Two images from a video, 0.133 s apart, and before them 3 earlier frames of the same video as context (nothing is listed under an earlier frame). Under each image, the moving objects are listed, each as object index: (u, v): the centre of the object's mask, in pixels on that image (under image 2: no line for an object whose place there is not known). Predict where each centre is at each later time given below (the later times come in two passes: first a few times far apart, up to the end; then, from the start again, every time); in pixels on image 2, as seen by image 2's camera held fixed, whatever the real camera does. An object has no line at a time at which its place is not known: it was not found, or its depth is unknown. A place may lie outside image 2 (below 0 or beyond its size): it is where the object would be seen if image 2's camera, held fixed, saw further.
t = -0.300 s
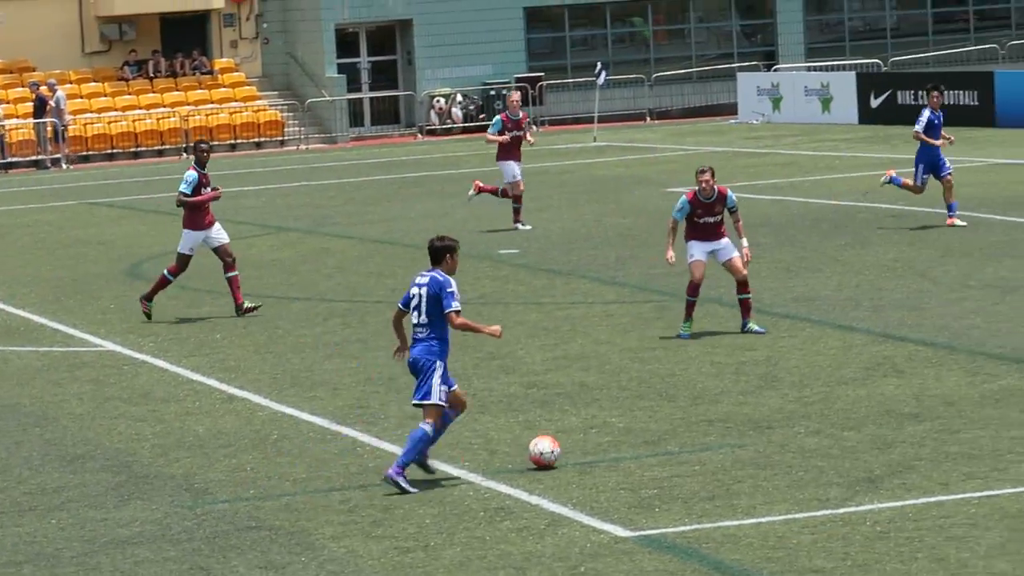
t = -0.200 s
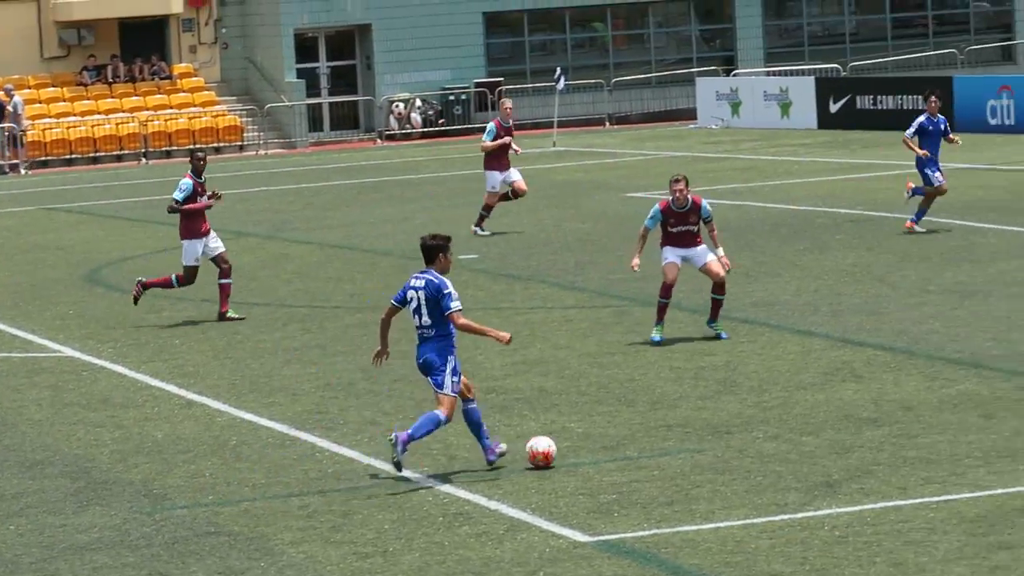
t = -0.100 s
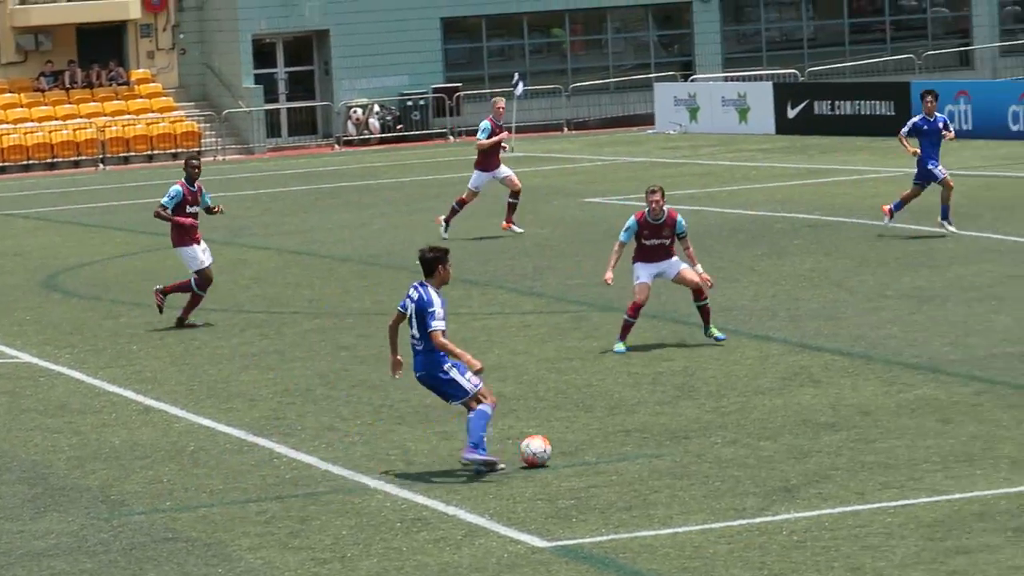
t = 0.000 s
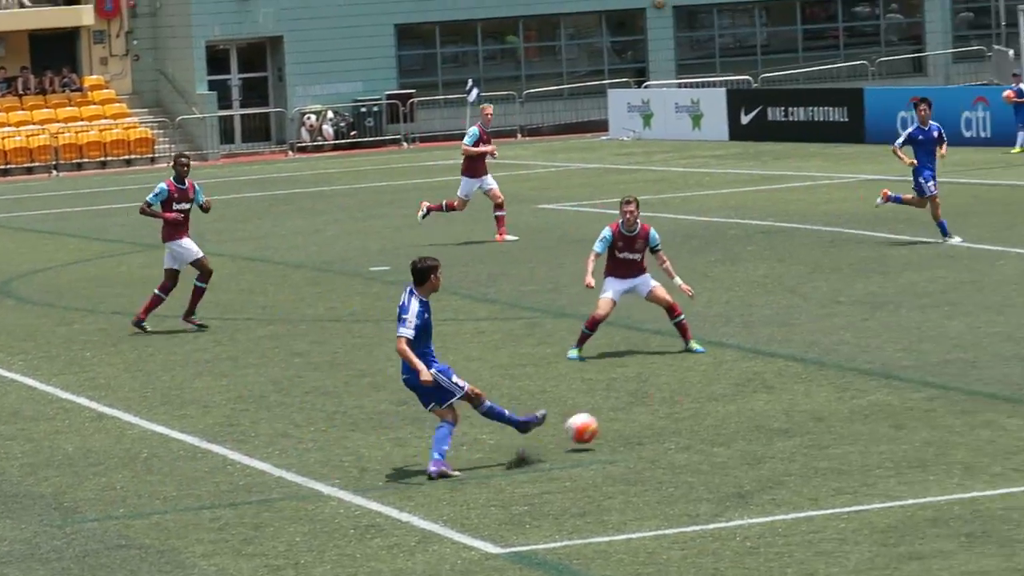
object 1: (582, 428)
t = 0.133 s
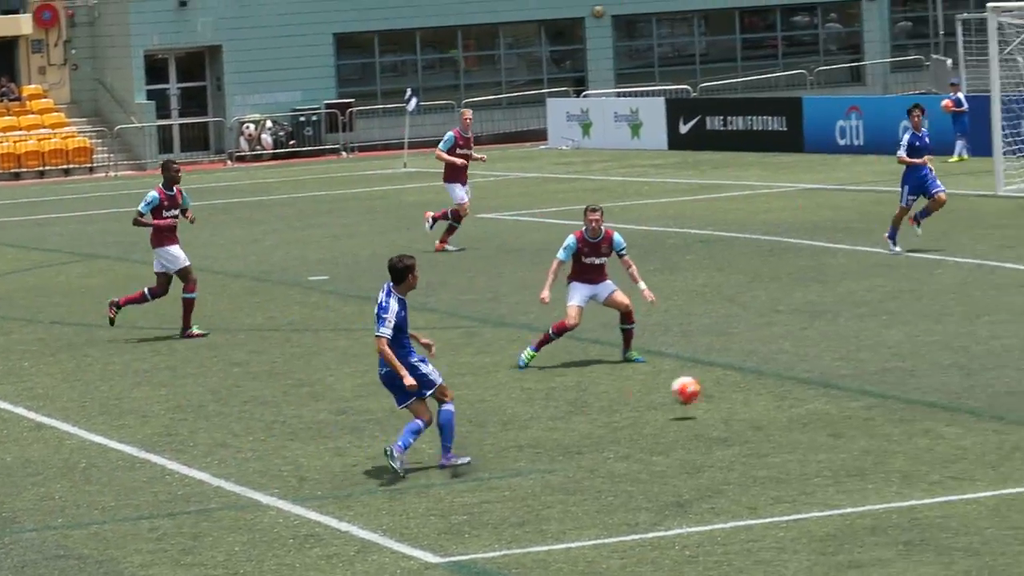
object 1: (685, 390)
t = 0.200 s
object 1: (760, 380)
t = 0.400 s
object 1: (920, 320)
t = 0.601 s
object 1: (1056, 309)
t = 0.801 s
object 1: (1167, 276)
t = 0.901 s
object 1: (1218, 268)
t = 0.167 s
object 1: (722, 384)
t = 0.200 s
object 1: (760, 380)
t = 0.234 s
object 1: (794, 376)
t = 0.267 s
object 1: (819, 361)
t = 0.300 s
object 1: (846, 349)
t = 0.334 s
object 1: (870, 337)
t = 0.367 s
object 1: (896, 328)
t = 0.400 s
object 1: (920, 320)
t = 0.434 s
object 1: (944, 315)
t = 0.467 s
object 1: (968, 311)
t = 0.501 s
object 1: (991, 310)
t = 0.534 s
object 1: (1013, 309)
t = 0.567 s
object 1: (1035, 311)
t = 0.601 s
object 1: (1056, 309)
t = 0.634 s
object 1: (1075, 300)
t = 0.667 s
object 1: (1094, 291)
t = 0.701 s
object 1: (1112, 285)
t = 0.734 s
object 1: (1130, 280)
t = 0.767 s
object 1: (1149, 278)
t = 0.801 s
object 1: (1167, 276)
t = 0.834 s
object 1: (1184, 276)
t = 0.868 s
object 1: (1201, 276)
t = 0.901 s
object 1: (1218, 268)
